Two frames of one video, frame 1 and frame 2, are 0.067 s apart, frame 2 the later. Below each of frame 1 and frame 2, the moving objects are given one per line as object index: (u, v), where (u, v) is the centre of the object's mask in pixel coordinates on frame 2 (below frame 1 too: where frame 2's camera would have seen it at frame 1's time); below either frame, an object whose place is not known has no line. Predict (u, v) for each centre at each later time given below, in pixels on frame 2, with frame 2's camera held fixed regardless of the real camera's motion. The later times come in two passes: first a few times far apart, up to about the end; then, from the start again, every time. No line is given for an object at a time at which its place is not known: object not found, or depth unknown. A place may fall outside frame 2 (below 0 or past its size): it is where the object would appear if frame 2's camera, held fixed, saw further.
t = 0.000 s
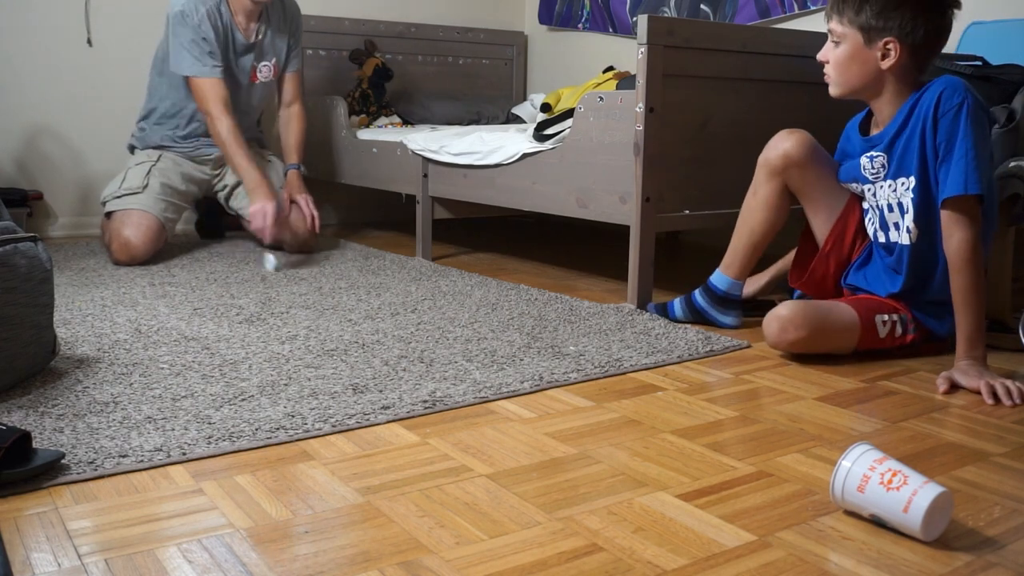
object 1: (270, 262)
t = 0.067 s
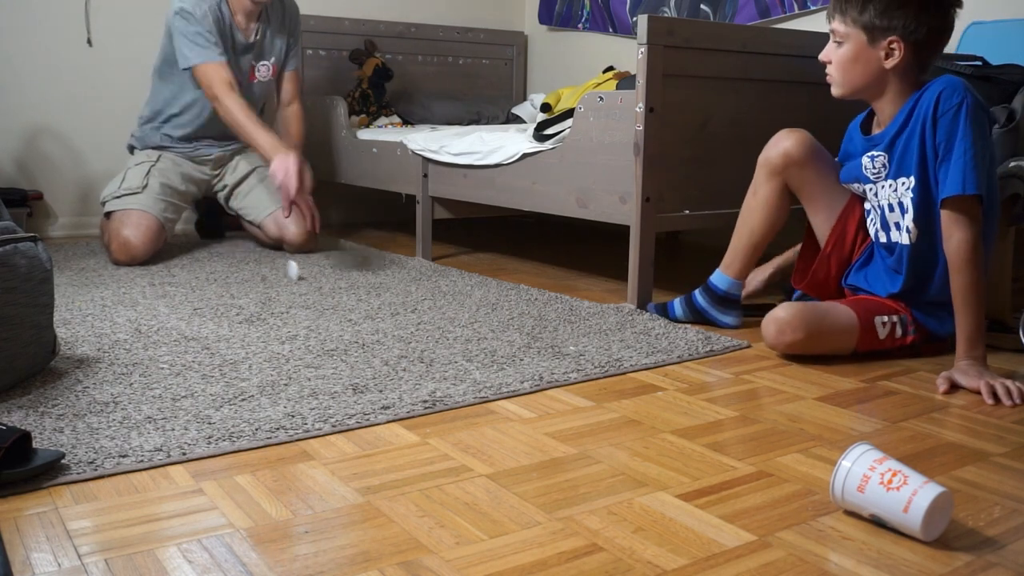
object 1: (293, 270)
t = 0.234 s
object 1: (347, 288)
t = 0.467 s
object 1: (419, 313)
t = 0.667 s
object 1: (489, 336)
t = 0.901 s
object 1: (580, 378)
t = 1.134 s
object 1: (697, 429)
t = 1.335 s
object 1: (822, 483)
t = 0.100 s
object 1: (304, 272)
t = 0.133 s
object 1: (316, 277)
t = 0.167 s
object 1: (326, 280)
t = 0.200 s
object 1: (336, 284)
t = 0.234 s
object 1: (347, 288)
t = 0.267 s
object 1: (357, 291)
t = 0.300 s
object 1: (366, 293)
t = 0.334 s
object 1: (377, 298)
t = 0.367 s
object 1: (387, 299)
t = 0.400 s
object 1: (398, 305)
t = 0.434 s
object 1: (409, 308)
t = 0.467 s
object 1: (419, 313)
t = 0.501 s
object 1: (430, 317)
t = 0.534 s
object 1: (442, 321)
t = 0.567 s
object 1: (454, 326)
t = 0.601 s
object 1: (466, 330)
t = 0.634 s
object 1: (478, 333)
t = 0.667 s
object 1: (489, 336)
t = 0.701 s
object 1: (502, 344)
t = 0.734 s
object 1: (514, 347)
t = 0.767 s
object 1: (526, 353)
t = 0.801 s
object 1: (539, 359)
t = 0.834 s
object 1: (552, 364)
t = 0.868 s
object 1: (566, 373)
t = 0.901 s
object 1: (580, 378)
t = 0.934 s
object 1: (595, 386)
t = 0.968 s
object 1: (610, 392)
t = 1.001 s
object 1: (626, 398)
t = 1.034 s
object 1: (644, 406)
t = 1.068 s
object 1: (660, 413)
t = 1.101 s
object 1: (678, 421)
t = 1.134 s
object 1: (697, 429)
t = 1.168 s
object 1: (716, 437)
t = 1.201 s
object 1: (738, 446)
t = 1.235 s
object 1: (759, 456)
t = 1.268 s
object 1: (782, 466)
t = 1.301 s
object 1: (805, 476)
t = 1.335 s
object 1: (822, 483)
